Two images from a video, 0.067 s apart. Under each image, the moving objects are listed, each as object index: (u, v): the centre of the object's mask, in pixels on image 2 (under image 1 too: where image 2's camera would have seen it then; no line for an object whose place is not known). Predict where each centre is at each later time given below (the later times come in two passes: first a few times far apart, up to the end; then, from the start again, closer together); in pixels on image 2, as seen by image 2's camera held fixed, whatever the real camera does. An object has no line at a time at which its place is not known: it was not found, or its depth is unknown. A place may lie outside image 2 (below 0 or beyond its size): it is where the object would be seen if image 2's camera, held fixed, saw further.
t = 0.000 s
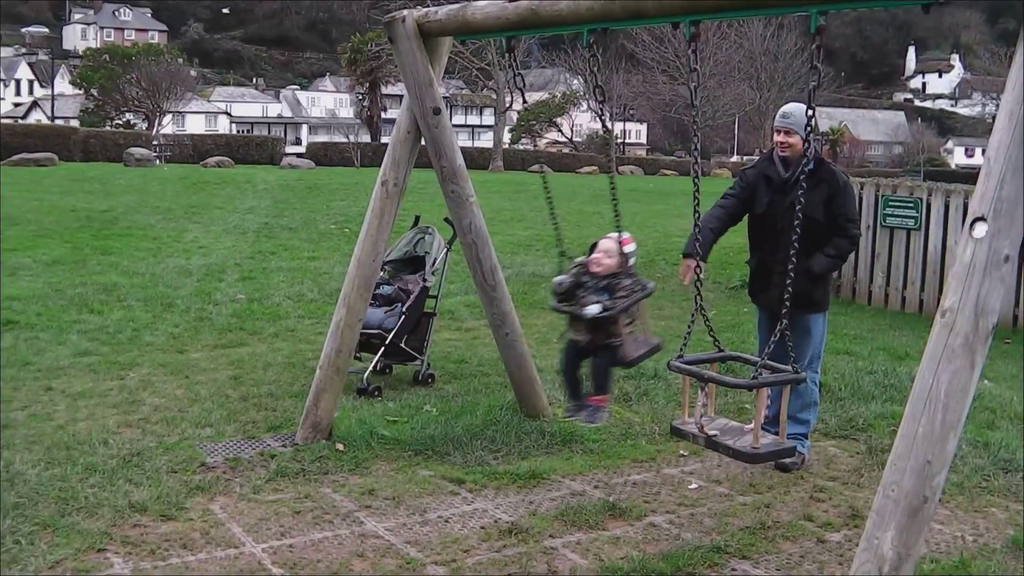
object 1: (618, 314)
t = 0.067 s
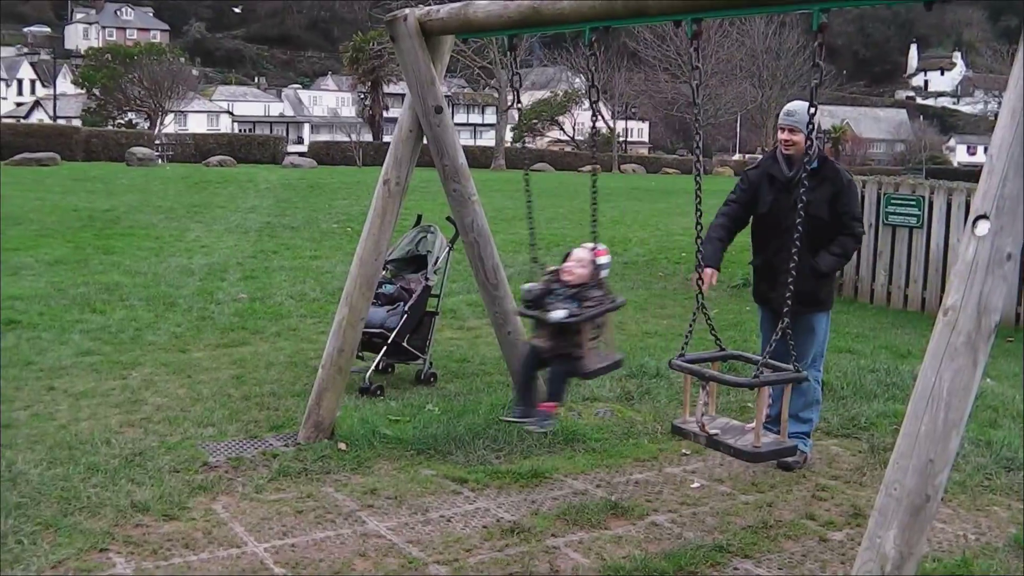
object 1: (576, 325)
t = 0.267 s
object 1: (467, 323)
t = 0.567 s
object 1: (358, 260)
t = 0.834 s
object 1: (372, 271)
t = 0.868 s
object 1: (381, 276)
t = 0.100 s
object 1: (555, 327)
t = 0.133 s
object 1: (538, 330)
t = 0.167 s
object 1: (519, 330)
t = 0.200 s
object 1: (504, 331)
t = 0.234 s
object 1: (485, 332)
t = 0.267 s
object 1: (467, 323)
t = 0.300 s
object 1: (449, 317)
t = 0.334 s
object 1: (432, 312)
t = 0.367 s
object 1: (418, 302)
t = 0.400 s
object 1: (404, 294)
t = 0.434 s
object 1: (391, 286)
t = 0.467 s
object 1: (379, 279)
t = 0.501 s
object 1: (371, 271)
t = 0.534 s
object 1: (363, 265)
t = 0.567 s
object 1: (358, 260)
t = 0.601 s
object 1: (354, 256)
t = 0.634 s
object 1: (351, 254)
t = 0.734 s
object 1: (354, 256)
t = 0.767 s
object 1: (359, 260)
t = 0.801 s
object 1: (365, 264)
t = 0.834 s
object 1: (372, 271)
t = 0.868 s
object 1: (381, 276)
